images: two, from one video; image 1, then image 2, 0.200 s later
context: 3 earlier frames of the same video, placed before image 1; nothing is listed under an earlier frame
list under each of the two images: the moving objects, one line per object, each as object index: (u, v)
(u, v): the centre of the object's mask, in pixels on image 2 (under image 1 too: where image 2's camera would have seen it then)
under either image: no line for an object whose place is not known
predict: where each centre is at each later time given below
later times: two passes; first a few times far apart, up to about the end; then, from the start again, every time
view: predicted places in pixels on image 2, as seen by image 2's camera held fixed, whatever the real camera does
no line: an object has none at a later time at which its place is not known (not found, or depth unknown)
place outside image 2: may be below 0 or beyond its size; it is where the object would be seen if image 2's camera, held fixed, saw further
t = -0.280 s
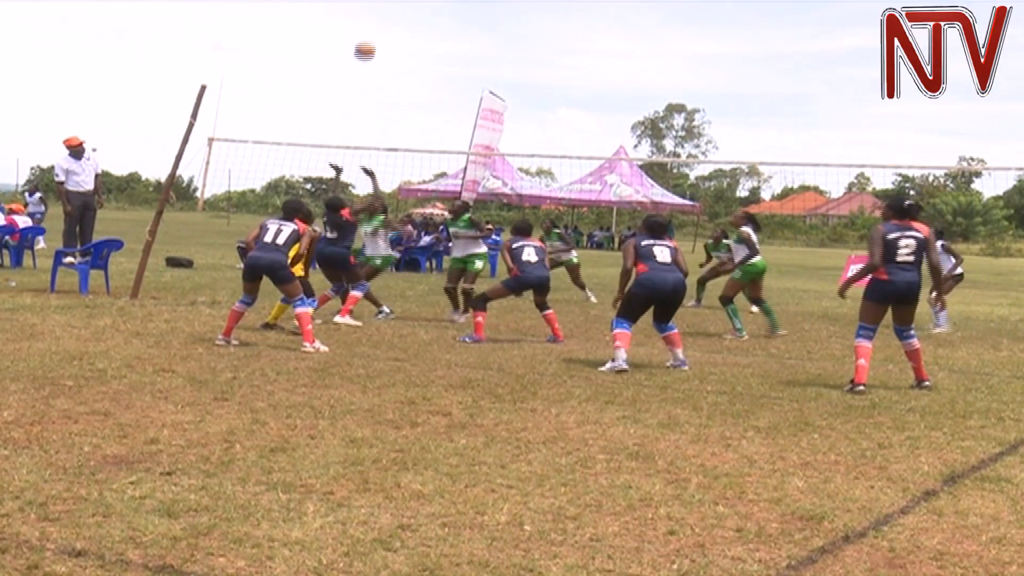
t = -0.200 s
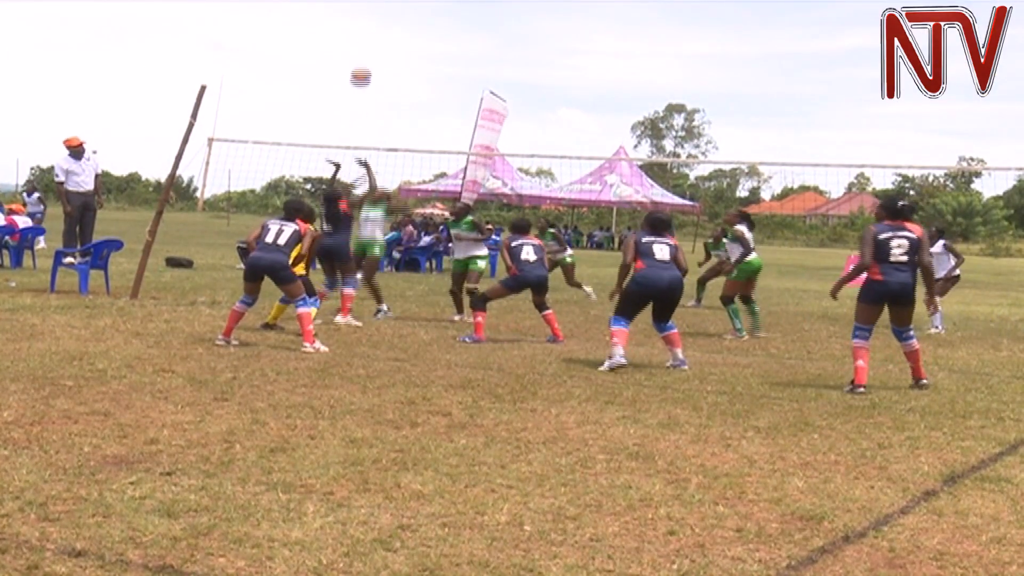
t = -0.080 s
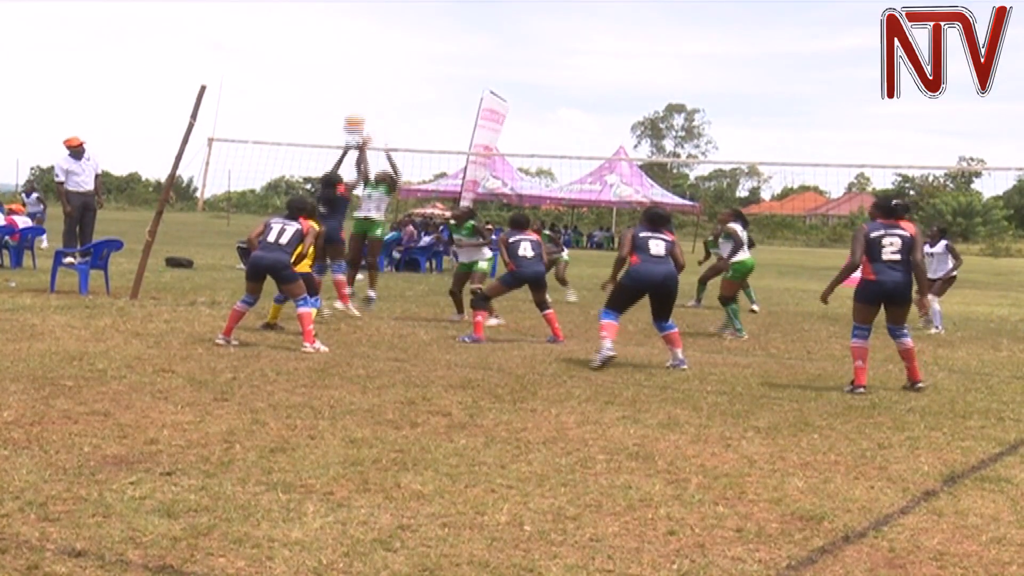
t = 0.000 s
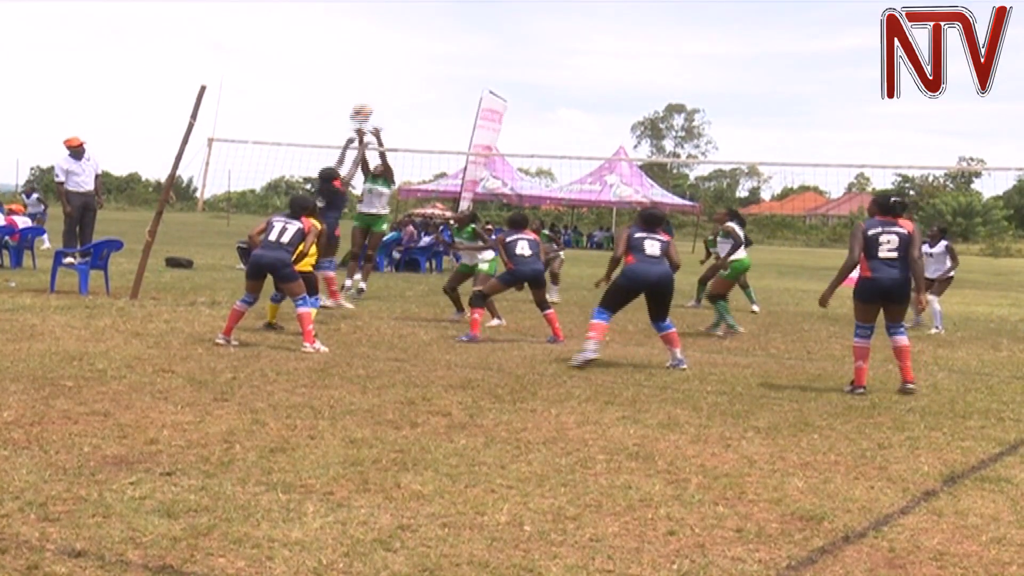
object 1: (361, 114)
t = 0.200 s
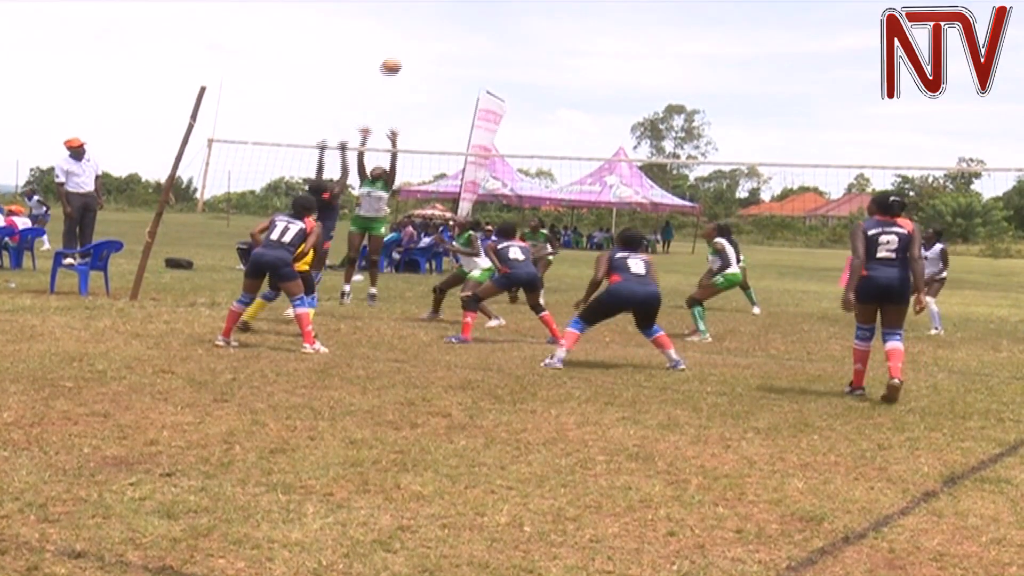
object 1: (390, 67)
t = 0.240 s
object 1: (396, 61)
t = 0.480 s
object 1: (426, 53)
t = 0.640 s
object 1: (443, 69)
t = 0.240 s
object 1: (396, 61)
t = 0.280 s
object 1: (401, 57)
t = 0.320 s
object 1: (407, 54)
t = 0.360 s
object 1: (412, 52)
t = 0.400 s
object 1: (417, 51)
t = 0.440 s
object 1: (421, 51)
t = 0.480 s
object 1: (426, 53)
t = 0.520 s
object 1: (430, 55)
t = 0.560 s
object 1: (434, 59)
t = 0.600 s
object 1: (439, 64)
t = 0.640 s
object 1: (443, 69)
